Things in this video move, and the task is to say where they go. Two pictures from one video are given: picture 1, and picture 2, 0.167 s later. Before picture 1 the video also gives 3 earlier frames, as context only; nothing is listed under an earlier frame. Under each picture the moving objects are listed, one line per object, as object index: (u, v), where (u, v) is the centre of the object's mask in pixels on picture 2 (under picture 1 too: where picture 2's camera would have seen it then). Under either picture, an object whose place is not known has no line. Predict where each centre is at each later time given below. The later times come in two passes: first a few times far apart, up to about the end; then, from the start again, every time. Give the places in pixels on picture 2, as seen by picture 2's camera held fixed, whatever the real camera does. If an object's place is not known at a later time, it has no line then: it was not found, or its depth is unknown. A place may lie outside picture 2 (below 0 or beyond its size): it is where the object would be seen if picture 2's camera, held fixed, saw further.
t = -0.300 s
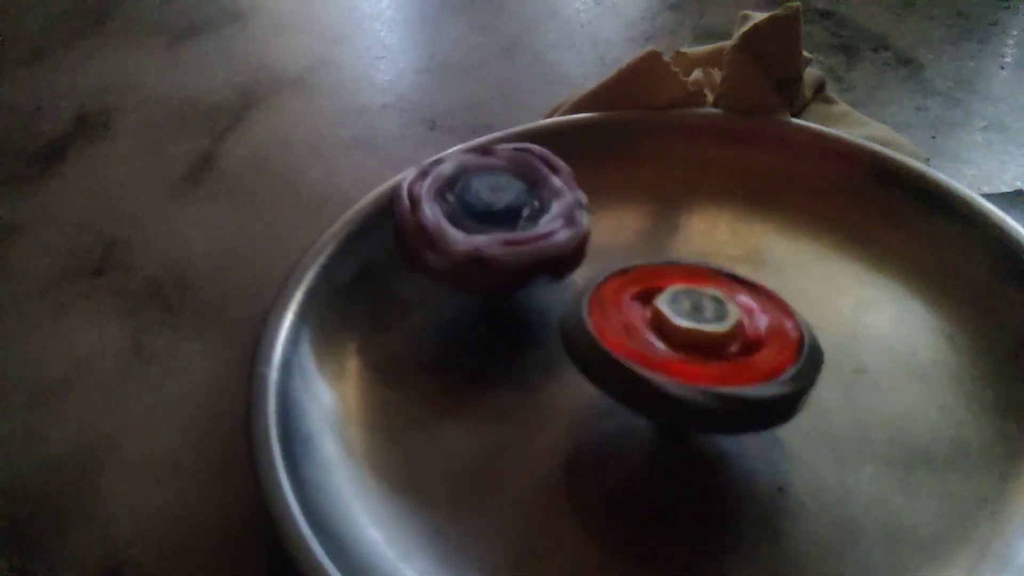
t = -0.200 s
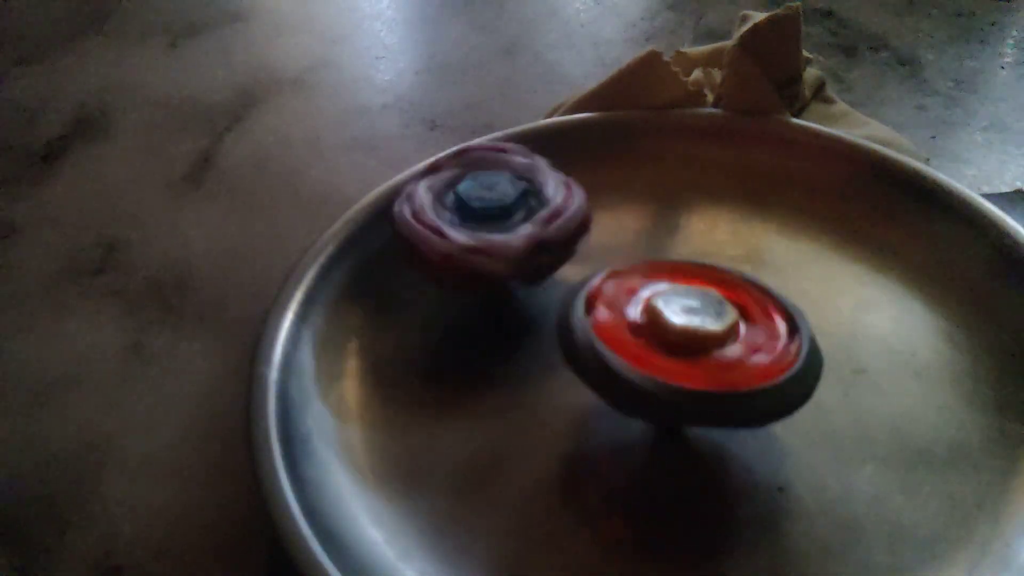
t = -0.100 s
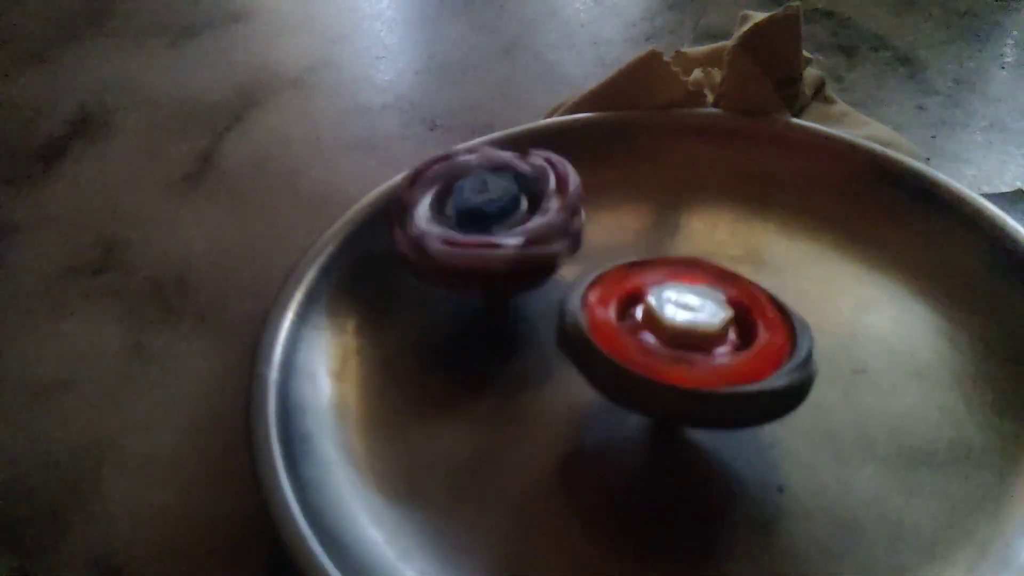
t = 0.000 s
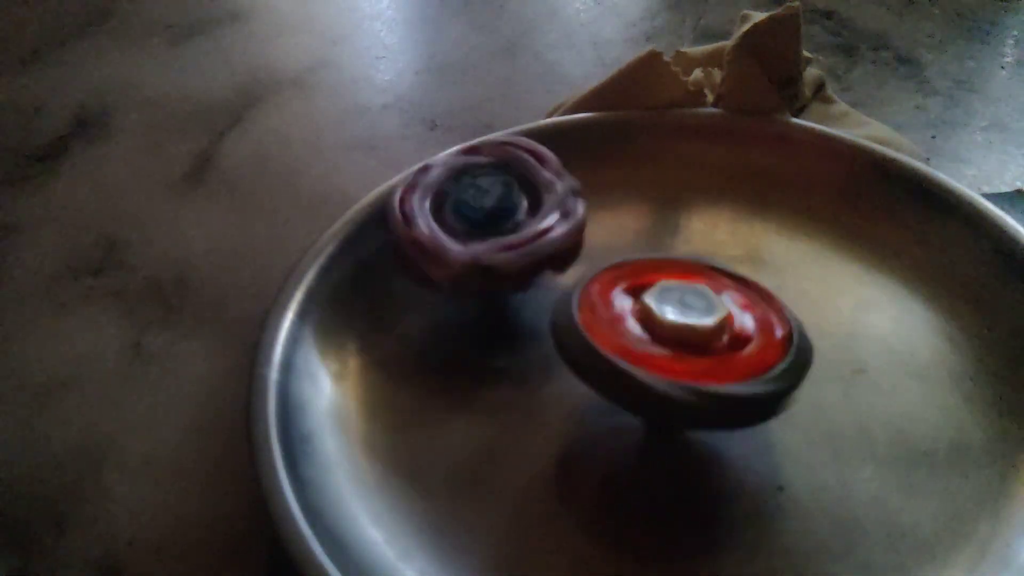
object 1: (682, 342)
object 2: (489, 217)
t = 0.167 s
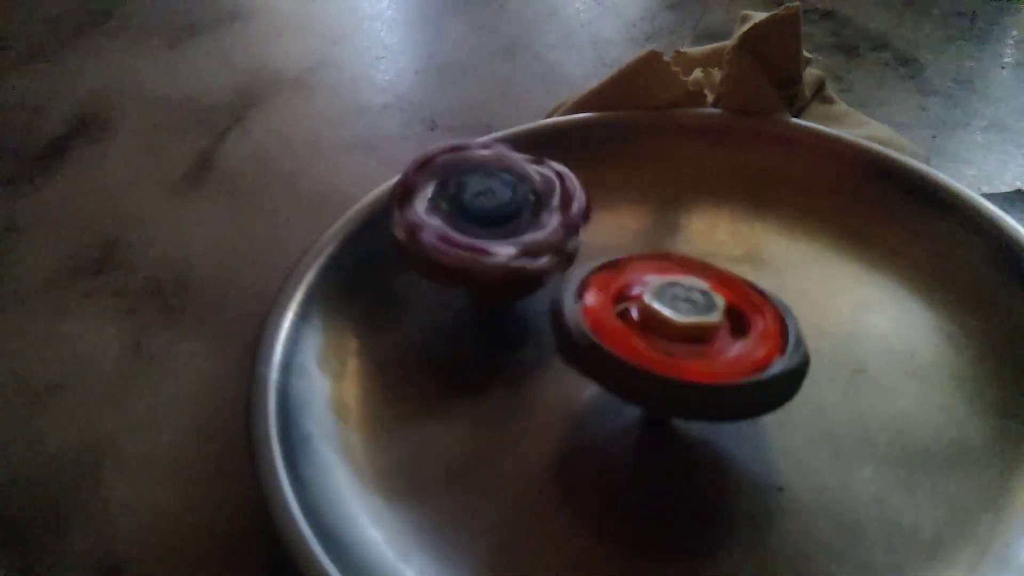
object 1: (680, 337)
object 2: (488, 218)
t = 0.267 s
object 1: (678, 337)
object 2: (488, 216)
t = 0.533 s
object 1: (673, 332)
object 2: (485, 219)
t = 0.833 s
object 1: (669, 327)
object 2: (482, 218)
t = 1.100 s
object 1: (667, 322)
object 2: (480, 222)
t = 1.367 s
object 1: (668, 315)
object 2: (481, 222)
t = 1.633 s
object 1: (668, 311)
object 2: (479, 228)
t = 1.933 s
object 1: (671, 304)
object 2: (481, 233)
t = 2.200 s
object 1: (674, 300)
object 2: (478, 238)
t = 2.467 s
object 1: (708, 312)
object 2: (463, 230)
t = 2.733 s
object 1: (753, 329)
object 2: (439, 221)
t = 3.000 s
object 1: (782, 344)
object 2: (433, 210)
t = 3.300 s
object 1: (800, 355)
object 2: (437, 200)
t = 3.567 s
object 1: (801, 362)
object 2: (451, 196)
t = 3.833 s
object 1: (797, 362)
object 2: (469, 193)
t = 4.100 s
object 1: (796, 358)
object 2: (484, 192)
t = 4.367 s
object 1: (797, 353)
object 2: (497, 196)
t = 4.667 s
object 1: (800, 353)
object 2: (514, 202)
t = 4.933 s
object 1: (798, 355)
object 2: (521, 208)
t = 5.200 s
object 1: (796, 352)
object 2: (532, 215)
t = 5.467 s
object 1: (795, 356)
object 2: (549, 223)
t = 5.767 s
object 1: (796, 357)
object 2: (562, 228)
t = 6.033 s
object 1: (796, 359)
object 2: (573, 234)
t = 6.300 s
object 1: (795, 359)
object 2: (590, 240)
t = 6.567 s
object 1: (799, 363)
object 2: (603, 242)
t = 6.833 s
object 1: (800, 364)
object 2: (610, 245)
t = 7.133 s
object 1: (806, 360)
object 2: (620, 248)
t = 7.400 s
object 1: (816, 373)
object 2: (629, 248)
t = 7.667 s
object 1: (828, 386)
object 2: (638, 249)
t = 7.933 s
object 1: (833, 394)
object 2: (648, 250)
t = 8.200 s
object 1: (831, 396)
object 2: (661, 248)
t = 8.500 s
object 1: (840, 399)
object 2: (671, 245)
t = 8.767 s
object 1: (861, 421)
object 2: (677, 240)
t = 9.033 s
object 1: (864, 435)
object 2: (683, 233)
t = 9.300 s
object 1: (850, 447)
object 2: (690, 226)
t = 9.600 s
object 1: (833, 446)
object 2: (698, 221)
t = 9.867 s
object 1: (822, 451)
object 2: (707, 217)
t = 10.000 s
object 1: (841, 421)
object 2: (713, 216)
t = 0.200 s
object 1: (680, 337)
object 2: (488, 219)
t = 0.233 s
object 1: (678, 336)
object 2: (488, 218)
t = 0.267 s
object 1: (678, 337)
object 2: (488, 216)
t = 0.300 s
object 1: (678, 337)
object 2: (491, 214)
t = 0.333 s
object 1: (676, 336)
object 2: (490, 215)
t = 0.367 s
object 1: (676, 335)
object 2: (489, 216)
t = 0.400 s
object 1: (675, 334)
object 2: (489, 213)
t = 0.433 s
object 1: (675, 333)
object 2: (487, 217)
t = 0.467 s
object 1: (675, 333)
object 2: (486, 219)
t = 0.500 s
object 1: (674, 332)
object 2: (486, 220)
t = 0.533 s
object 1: (673, 332)
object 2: (485, 219)
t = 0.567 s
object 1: (673, 332)
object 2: (485, 219)
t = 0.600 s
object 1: (671, 331)
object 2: (484, 219)
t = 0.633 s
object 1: (670, 330)
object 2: (483, 220)
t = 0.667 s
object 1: (670, 329)
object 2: (483, 219)
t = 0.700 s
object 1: (671, 328)
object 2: (482, 218)
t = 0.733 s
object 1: (671, 327)
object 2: (482, 218)
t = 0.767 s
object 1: (671, 327)
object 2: (482, 219)
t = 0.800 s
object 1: (670, 327)
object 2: (482, 218)
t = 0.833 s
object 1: (669, 327)
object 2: (482, 218)
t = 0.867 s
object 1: (669, 327)
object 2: (482, 218)
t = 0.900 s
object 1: (668, 327)
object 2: (483, 219)
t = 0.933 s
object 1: (668, 326)
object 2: (483, 219)
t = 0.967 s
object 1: (668, 324)
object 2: (482, 220)
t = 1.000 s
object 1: (668, 324)
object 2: (481, 221)
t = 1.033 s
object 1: (668, 323)
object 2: (480, 221)
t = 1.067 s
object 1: (669, 323)
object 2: (480, 222)
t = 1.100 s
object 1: (667, 322)
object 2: (480, 222)
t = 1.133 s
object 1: (666, 321)
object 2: (479, 221)
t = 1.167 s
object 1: (666, 321)
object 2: (480, 221)
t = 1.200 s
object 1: (665, 319)
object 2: (480, 222)
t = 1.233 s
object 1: (665, 317)
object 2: (479, 222)
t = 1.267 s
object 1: (665, 316)
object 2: (479, 221)
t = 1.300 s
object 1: (666, 315)
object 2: (479, 221)
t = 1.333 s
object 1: (666, 314)
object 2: (480, 221)
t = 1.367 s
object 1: (668, 315)
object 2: (481, 222)
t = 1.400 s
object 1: (667, 314)
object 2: (480, 221)
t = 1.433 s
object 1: (666, 314)
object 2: (480, 221)
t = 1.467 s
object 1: (666, 313)
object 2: (479, 224)
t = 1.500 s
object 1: (666, 313)
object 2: (479, 226)
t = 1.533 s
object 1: (666, 311)
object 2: (478, 226)
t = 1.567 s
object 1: (667, 311)
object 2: (477, 225)
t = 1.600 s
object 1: (667, 311)
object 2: (478, 227)
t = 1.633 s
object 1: (668, 311)
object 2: (479, 228)
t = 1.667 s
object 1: (669, 311)
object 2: (478, 229)
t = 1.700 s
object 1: (667, 309)
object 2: (477, 228)
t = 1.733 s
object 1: (666, 308)
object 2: (478, 229)
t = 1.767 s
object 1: (666, 307)
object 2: (477, 229)
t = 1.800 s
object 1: (666, 306)
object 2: (479, 231)
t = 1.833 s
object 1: (667, 305)
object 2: (479, 230)
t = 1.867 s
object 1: (668, 305)
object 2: (480, 230)
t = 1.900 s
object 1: (669, 305)
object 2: (481, 232)
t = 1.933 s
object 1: (671, 304)
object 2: (481, 233)
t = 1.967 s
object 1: (670, 303)
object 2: (479, 233)
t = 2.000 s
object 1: (670, 303)
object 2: (479, 234)
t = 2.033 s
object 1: (669, 302)
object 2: (478, 234)
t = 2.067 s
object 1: (671, 302)
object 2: (479, 235)
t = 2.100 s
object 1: (671, 301)
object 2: (479, 235)
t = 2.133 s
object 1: (671, 300)
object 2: (478, 235)
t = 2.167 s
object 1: (672, 299)
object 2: (478, 235)
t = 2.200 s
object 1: (674, 300)
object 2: (478, 238)
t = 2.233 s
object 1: (675, 299)
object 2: (479, 240)
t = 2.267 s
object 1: (675, 298)
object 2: (479, 240)
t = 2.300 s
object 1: (677, 300)
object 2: (480, 239)
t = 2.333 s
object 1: (682, 301)
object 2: (476, 237)
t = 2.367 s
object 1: (689, 305)
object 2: (474, 236)
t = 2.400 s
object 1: (695, 308)
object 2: (473, 231)
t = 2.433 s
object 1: (702, 312)
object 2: (468, 228)
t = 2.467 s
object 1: (708, 312)
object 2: (463, 230)
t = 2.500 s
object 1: (714, 316)
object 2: (457, 231)
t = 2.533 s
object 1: (722, 318)
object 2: (456, 227)
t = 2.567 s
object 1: (728, 320)
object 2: (451, 228)
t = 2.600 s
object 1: (733, 322)
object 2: (448, 226)
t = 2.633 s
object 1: (738, 324)
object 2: (446, 224)
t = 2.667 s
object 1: (743, 326)
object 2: (444, 222)
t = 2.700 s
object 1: (748, 327)
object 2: (442, 221)
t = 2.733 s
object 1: (753, 329)
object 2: (439, 221)
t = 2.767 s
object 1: (758, 332)
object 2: (436, 222)
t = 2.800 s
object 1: (763, 333)
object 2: (435, 220)
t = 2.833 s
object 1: (767, 335)
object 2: (434, 218)
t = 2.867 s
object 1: (771, 338)
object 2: (434, 216)
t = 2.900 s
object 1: (774, 340)
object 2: (434, 216)
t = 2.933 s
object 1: (777, 342)
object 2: (433, 215)
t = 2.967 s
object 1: (780, 343)
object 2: (433, 213)
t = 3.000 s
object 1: (782, 344)
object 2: (433, 210)
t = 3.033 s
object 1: (786, 345)
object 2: (432, 210)
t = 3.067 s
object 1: (788, 347)
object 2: (431, 211)
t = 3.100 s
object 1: (791, 348)
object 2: (432, 209)
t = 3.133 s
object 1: (794, 350)
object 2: (432, 207)
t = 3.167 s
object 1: (796, 351)
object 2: (433, 207)
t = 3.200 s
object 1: (797, 352)
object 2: (433, 205)
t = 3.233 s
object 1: (798, 354)
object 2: (433, 205)
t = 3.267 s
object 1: (799, 355)
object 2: (435, 202)
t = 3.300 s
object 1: (800, 355)
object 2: (437, 200)
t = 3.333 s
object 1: (801, 356)
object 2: (437, 202)
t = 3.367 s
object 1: (802, 356)
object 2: (437, 204)
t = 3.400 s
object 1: (803, 357)
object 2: (440, 201)
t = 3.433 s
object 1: (803, 358)
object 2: (441, 200)
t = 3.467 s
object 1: (804, 359)
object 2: (443, 199)
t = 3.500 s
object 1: (803, 361)
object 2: (445, 199)
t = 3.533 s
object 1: (802, 361)
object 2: (448, 197)
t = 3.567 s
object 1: (801, 362)
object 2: (451, 196)
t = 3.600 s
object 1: (800, 362)
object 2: (453, 195)
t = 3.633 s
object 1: (800, 362)
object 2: (455, 195)
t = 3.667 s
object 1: (799, 361)
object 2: (458, 195)
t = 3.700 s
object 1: (799, 361)
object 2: (459, 194)
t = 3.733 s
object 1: (799, 361)
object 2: (462, 193)
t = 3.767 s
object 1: (799, 361)
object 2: (464, 193)
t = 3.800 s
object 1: (798, 362)
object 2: (467, 192)
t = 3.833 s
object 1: (797, 362)
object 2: (469, 193)
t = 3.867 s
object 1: (797, 361)
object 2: (471, 192)
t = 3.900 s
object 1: (797, 361)
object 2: (472, 192)
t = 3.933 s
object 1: (796, 361)
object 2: (475, 192)
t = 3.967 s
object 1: (795, 360)
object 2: (476, 193)
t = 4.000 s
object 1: (795, 360)
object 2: (479, 191)
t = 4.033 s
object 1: (795, 361)
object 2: (480, 190)
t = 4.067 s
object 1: (794, 362)
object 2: (482, 191)
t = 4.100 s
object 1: (796, 358)
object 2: (484, 192)
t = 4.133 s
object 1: (796, 357)
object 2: (488, 192)
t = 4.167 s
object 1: (796, 357)
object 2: (490, 190)
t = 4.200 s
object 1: (795, 356)
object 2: (488, 193)
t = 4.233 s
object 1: (795, 356)
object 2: (490, 195)
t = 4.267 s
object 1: (795, 355)
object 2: (492, 195)
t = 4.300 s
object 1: (796, 354)
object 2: (494, 195)
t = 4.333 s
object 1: (796, 352)
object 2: (496, 195)
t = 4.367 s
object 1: (797, 353)
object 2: (497, 196)
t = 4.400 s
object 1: (797, 352)
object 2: (504, 195)
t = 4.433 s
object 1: (799, 351)
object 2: (506, 195)
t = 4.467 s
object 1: (799, 351)
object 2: (505, 196)
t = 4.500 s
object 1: (798, 352)
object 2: (505, 200)
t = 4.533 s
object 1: (799, 352)
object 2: (507, 200)
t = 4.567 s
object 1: (800, 352)
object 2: (508, 201)
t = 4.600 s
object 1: (799, 355)
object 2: (510, 201)
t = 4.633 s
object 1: (800, 352)
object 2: (511, 201)
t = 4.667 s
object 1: (800, 353)
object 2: (514, 202)
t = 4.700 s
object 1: (800, 351)
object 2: (515, 204)
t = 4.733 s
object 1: (800, 351)
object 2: (514, 205)
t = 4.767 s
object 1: (800, 351)
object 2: (516, 204)
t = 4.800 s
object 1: (800, 351)
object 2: (517, 204)
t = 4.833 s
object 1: (799, 352)
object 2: (518, 206)
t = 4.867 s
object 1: (798, 353)
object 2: (519, 207)
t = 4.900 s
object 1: (798, 354)
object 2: (519, 207)
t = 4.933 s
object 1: (798, 355)
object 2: (521, 208)
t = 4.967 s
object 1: (797, 354)
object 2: (522, 208)
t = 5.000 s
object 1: (797, 353)
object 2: (524, 209)
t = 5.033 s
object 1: (797, 353)
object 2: (526, 210)
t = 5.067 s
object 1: (796, 354)
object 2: (527, 211)
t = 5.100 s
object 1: (795, 353)
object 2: (528, 212)
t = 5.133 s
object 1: (795, 354)
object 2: (530, 213)
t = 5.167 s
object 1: (796, 355)
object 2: (531, 215)
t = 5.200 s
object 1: (796, 352)
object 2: (532, 215)
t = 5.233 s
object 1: (796, 352)
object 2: (534, 216)
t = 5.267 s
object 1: (795, 358)
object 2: (537, 217)
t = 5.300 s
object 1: (795, 356)
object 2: (539, 219)
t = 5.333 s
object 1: (794, 356)
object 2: (542, 219)
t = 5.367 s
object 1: (794, 357)
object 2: (544, 220)
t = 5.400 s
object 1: (793, 357)
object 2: (546, 221)
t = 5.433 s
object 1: (793, 357)
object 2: (547, 222)
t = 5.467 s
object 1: (795, 356)
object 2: (549, 223)
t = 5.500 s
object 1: (796, 356)
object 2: (550, 223)
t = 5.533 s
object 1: (796, 357)
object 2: (552, 223)
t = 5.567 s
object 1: (796, 357)
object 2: (554, 225)
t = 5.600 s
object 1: (794, 358)
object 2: (556, 226)
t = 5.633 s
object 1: (793, 359)
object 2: (558, 226)
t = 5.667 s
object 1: (793, 358)
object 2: (560, 227)
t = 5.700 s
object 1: (795, 357)
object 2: (561, 226)
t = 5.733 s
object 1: (795, 357)
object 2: (562, 228)
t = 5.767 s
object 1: (796, 357)
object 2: (562, 228)
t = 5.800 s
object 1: (798, 358)
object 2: (564, 228)
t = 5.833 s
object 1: (798, 358)
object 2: (565, 228)
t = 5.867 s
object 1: (799, 359)
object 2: (567, 230)
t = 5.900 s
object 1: (799, 359)
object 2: (568, 231)
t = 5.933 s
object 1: (798, 359)
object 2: (570, 232)
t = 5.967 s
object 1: (797, 360)
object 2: (571, 231)
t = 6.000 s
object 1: (796, 360)
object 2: (573, 232)
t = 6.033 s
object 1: (796, 359)
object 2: (573, 234)
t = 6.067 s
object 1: (797, 359)
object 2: (574, 235)
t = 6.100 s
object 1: (798, 359)
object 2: (576, 235)
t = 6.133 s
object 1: (798, 360)
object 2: (578, 235)
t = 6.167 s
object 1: (797, 360)
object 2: (580, 237)
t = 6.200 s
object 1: (798, 360)
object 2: (583, 239)
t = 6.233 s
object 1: (798, 360)
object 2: (585, 239)
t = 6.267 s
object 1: (796, 360)
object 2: (588, 239)
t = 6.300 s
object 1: (795, 359)
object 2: (590, 240)
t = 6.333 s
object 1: (793, 359)
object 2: (591, 242)
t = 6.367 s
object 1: (794, 359)
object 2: (593, 242)
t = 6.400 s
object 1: (793, 360)
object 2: (594, 242)
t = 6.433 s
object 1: (794, 360)
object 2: (595, 242)
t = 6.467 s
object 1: (796, 361)
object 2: (598, 243)
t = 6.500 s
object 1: (797, 361)
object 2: (600, 244)
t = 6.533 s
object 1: (799, 363)
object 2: (602, 244)
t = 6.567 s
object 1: (799, 363)
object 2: (603, 242)
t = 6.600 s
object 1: (799, 363)
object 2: (604, 243)
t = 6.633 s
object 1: (799, 363)
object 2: (604, 244)
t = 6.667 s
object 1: (799, 362)
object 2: (604, 243)
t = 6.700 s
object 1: (799, 362)
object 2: (604, 242)
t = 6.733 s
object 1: (799, 362)
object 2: (605, 243)
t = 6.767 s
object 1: (799, 361)
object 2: (606, 245)
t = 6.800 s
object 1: (800, 363)
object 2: (609, 245)
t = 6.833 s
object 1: (800, 364)
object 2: (610, 245)
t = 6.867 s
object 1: (800, 363)
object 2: (611, 246)
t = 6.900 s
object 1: (800, 364)
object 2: (612, 246)
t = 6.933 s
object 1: (799, 362)
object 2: (612, 247)
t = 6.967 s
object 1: (798, 360)
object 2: (612, 247)
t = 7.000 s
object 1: (799, 361)
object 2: (613, 247)
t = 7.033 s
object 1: (800, 359)
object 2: (614, 248)
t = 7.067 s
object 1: (802, 361)
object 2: (616, 248)
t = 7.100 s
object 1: (805, 360)
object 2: (618, 249)
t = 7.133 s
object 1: (806, 360)
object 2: (620, 248)
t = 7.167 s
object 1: (806, 360)
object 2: (622, 247)
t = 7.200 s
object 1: (807, 361)
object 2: (624, 248)
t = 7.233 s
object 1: (807, 362)
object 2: (624, 248)
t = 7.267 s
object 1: (807, 365)
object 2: (625, 247)
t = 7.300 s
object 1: (809, 364)
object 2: (625, 248)
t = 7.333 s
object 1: (811, 366)
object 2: (626, 247)
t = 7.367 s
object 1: (813, 369)
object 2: (627, 248)
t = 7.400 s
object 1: (816, 373)
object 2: (629, 248)
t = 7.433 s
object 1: (818, 376)
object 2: (631, 246)
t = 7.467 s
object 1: (820, 378)
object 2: (633, 246)
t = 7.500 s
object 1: (821, 380)
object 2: (634, 247)
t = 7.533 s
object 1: (822, 381)
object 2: (635, 248)
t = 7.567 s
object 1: (824, 382)
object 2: (635, 247)
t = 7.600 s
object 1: (825, 383)
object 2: (636, 247)
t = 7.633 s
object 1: (826, 385)
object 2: (636, 248)
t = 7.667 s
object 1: (828, 386)
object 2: (638, 249)
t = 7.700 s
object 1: (829, 388)
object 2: (640, 249)
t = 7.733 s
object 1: (830, 390)
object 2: (641, 248)
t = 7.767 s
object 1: (832, 391)
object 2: (641, 249)
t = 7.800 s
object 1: (833, 393)
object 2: (642, 250)
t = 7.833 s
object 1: (834, 393)
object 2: (644, 251)
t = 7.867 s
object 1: (832, 394)
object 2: (644, 249)
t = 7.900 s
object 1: (833, 395)
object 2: (646, 250)
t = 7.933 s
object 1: (833, 394)
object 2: (648, 250)
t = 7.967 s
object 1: (833, 395)
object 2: (651, 251)
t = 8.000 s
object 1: (834, 395)
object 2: (652, 250)
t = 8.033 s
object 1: (834, 395)
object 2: (654, 249)
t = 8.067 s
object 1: (833, 396)
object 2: (656, 248)
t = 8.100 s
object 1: (833, 396)
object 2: (658, 248)
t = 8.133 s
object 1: (832, 396)
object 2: (658, 248)
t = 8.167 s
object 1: (833, 398)
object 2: (660, 248)
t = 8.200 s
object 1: (831, 396)
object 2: (661, 248)
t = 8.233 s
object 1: (831, 396)
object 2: (663, 249)
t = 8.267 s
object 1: (829, 395)
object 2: (665, 249)
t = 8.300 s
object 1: (831, 393)
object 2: (667, 249)
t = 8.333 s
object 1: (831, 392)
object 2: (668, 248)
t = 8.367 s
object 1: (831, 392)
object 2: (670, 248)
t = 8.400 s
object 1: (833, 391)
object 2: (671, 247)
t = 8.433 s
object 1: (834, 392)
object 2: (670, 248)
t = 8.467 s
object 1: (838, 396)
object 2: (671, 246)
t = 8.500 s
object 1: (840, 399)
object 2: (671, 245)
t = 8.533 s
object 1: (842, 403)
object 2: (672, 244)
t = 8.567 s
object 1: (845, 405)
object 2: (674, 244)
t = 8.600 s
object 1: (846, 408)
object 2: (675, 244)
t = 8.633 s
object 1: (850, 411)
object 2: (677, 243)
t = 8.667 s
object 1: (853, 413)
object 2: (677, 241)
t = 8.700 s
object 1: (855, 417)
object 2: (678, 240)
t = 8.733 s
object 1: (858, 419)
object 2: (677, 240)
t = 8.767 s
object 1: (861, 421)
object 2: (677, 240)
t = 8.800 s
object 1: (861, 425)
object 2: (677, 239)
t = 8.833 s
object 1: (862, 427)
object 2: (677, 238)
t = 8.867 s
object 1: (862, 430)
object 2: (678, 237)
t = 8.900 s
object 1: (861, 432)
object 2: (679, 237)
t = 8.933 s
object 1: (861, 434)
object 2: (680, 237)
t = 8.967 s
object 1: (862, 434)
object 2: (681, 235)
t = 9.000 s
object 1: (863, 435)
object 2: (682, 234)
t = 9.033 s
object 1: (864, 435)
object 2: (683, 233)
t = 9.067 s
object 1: (864, 435)
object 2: (683, 233)
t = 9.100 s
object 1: (863, 437)
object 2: (684, 233)
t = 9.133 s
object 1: (864, 436)
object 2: (685, 231)
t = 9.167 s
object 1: (854, 447)
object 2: (685, 230)
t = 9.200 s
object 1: (852, 448)
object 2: (686, 229)
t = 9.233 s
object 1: (852, 448)
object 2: (688, 228)
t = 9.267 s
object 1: (851, 448)
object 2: (689, 228)
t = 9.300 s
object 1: (850, 447)
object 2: (690, 226)
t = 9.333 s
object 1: (850, 446)
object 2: (691, 224)
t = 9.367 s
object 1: (848, 446)
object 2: (693, 224)
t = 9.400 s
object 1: (846, 445)
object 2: (693, 223)
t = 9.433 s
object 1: (844, 446)
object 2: (694, 224)
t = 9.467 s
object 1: (843, 446)
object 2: (695, 222)
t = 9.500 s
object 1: (840, 447)
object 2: (695, 221)
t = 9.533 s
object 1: (838, 446)
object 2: (696, 221)
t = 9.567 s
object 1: (836, 446)
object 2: (697, 221)
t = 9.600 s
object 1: (833, 446)
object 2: (698, 221)
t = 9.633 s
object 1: (833, 446)
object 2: (699, 220)
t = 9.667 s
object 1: (831, 446)
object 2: (701, 219)
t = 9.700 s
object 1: (831, 447)
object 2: (702, 219)
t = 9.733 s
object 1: (829, 447)
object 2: (702, 219)
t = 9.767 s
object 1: (827, 448)
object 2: (703, 220)
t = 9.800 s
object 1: (826, 448)
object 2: (704, 218)
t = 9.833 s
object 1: (824, 450)
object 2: (706, 217)
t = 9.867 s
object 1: (822, 451)
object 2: (707, 217)
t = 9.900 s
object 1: (821, 452)
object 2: (709, 217)
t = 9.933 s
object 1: (822, 450)
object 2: (710, 218)
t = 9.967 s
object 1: (823, 449)
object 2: (712, 217)
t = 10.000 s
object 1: (841, 421)
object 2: (713, 216)
